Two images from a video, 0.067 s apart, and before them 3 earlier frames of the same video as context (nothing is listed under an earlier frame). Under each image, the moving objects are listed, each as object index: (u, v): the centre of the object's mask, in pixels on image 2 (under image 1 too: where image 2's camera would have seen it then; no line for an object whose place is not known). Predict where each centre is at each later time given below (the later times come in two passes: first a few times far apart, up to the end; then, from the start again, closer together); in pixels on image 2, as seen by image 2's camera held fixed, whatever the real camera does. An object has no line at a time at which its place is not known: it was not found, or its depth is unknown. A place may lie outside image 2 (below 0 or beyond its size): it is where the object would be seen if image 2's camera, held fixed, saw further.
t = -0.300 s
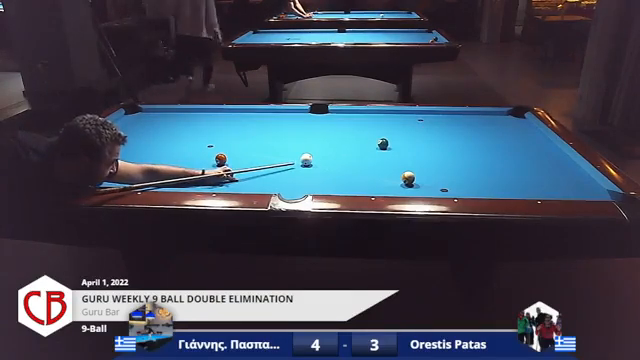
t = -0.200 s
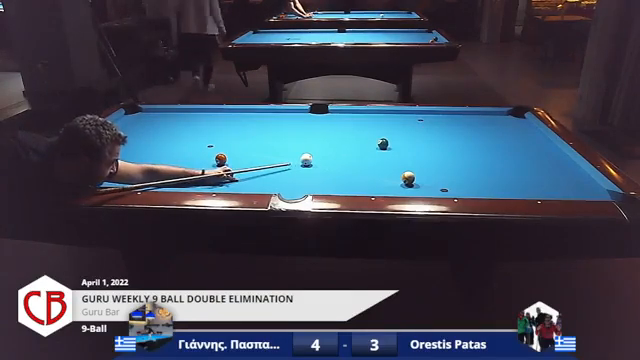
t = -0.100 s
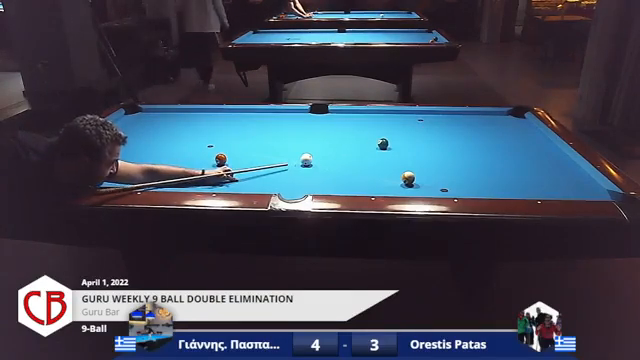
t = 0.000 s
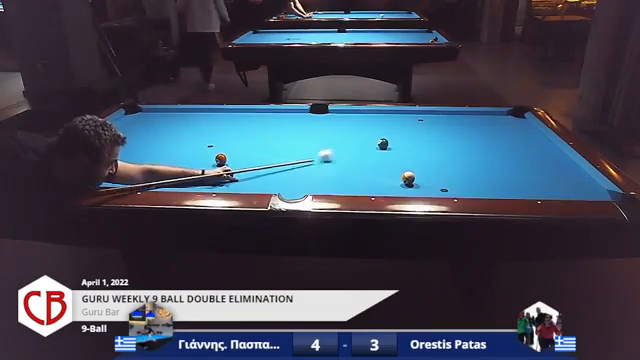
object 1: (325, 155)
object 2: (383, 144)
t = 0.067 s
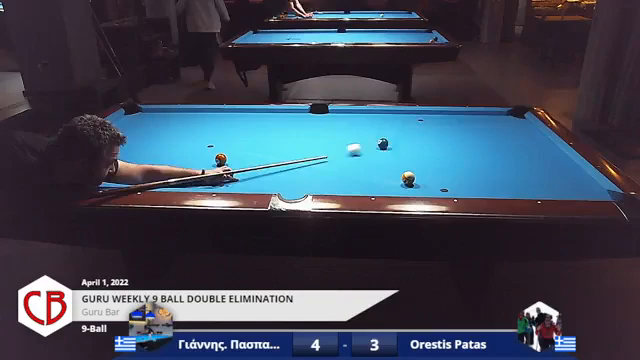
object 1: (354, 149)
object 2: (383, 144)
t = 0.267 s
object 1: (374, 145)
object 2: (428, 134)
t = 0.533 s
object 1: (374, 145)
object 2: (484, 122)
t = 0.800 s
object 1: (374, 145)
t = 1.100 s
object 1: (374, 145)
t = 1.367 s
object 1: (374, 145)
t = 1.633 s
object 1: (374, 145)
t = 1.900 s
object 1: (374, 145)
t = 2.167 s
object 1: (374, 145)
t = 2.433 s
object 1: (374, 145)
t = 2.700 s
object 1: (374, 145)
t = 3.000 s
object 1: (374, 145)
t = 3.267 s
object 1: (374, 145)
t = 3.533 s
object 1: (374, 145)
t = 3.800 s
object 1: (374, 145)
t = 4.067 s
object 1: (374, 145)
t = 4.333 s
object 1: (374, 145)
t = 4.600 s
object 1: (374, 145)
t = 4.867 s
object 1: (374, 145)
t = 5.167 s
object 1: (374, 145)
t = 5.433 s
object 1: (374, 145)
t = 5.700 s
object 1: (374, 145)
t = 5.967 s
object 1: (374, 145)
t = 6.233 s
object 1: (374, 145)
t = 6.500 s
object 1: (374, 145)
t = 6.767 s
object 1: (374, 145)
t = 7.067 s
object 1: (374, 145)
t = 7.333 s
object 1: (374, 145)
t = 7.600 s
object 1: (374, 145)
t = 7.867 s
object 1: (374, 145)
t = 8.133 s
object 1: (374, 145)
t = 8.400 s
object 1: (374, 145)
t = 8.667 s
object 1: (374, 145)
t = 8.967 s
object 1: (374, 145)
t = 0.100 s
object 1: (368, 147)
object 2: (383, 143)
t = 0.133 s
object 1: (374, 145)
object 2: (388, 142)
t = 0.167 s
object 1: (374, 145)
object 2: (398, 140)
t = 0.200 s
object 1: (374, 145)
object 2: (408, 138)
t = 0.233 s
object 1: (374, 145)
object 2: (418, 136)
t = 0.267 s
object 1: (374, 145)
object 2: (428, 134)
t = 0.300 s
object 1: (374, 145)
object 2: (436, 133)
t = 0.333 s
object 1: (374, 145)
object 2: (444, 131)
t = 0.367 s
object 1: (374, 145)
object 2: (451, 129)
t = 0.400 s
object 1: (374, 145)
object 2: (459, 128)
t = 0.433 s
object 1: (374, 145)
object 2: (465, 126)
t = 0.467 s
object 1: (374, 145)
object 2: (471, 125)
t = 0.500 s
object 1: (374, 145)
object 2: (478, 124)
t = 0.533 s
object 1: (374, 145)
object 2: (484, 122)
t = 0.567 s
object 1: (374, 145)
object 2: (491, 121)
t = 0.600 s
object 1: (374, 145)
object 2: (497, 120)
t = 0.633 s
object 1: (374, 145)
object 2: (504, 119)
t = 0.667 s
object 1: (374, 145)
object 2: (509, 117)
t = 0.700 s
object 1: (374, 145)
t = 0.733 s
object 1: (374, 145)
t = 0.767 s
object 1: (374, 145)
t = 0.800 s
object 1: (374, 145)
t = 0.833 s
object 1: (374, 145)
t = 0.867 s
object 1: (374, 145)
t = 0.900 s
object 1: (374, 145)
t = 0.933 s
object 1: (374, 145)
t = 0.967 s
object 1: (374, 145)
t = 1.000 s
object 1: (374, 145)
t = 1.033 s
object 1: (374, 145)
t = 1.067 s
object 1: (374, 145)
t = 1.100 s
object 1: (374, 145)
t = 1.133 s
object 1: (374, 145)
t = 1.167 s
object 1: (374, 145)
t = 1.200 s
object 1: (374, 145)
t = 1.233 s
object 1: (374, 145)
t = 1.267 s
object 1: (374, 145)
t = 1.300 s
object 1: (374, 145)
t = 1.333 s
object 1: (374, 145)
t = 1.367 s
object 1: (374, 145)
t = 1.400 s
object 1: (374, 145)
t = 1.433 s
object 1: (374, 145)
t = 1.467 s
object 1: (374, 145)
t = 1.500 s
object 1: (374, 145)
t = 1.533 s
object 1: (374, 145)
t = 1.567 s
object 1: (374, 145)
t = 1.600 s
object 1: (374, 145)
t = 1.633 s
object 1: (374, 145)
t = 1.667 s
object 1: (374, 145)
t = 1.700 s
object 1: (374, 145)
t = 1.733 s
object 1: (374, 145)
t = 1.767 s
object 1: (374, 145)
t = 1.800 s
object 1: (374, 145)
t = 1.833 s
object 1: (374, 145)
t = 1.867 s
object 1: (374, 145)
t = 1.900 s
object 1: (374, 145)
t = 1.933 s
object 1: (374, 145)
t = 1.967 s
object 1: (374, 145)
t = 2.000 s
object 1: (374, 145)
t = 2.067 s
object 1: (374, 145)
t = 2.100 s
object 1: (374, 145)
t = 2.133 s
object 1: (374, 145)
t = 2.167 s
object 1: (374, 145)
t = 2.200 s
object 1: (374, 145)
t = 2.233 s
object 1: (374, 145)
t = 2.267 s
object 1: (374, 145)
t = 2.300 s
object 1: (374, 145)
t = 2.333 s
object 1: (374, 145)
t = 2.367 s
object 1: (374, 145)
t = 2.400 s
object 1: (374, 145)
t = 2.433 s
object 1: (374, 145)
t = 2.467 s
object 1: (374, 145)
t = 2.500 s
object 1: (374, 145)
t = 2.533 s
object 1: (374, 145)
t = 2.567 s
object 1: (374, 145)
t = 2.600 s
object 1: (374, 145)
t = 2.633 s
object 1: (374, 145)
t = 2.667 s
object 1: (374, 145)
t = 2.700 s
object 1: (374, 145)
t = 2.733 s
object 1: (374, 145)
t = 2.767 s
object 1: (374, 145)
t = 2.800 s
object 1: (374, 145)
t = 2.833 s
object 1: (374, 145)
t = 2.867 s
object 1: (374, 145)
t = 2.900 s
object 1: (374, 145)
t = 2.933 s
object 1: (374, 145)
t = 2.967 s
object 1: (374, 145)
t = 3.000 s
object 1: (374, 145)
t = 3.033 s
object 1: (374, 145)
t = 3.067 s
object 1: (374, 145)
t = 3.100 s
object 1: (374, 145)
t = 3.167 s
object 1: (374, 145)
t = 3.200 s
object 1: (374, 145)
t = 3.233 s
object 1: (374, 145)
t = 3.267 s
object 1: (374, 145)
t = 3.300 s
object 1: (374, 145)
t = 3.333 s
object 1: (374, 145)
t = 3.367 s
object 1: (374, 145)
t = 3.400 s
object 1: (374, 145)
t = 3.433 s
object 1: (374, 145)
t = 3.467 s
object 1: (374, 145)
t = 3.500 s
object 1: (374, 145)
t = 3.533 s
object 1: (374, 145)
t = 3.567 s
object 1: (374, 145)
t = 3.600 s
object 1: (374, 145)
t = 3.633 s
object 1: (374, 145)
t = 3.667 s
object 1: (374, 145)
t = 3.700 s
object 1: (374, 145)
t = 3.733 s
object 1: (374, 145)
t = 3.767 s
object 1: (374, 145)
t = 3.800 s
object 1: (374, 145)
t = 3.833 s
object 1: (374, 145)
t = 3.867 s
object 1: (374, 145)
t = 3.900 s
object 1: (374, 145)
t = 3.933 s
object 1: (374, 145)
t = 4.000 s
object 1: (374, 145)
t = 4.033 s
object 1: (374, 145)
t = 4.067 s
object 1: (374, 145)
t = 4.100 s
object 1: (374, 145)
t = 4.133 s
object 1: (374, 145)
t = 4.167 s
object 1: (374, 145)
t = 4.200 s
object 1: (374, 145)
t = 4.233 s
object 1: (374, 145)
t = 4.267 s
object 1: (374, 145)
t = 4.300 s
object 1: (374, 145)
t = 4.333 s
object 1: (374, 145)
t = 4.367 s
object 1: (374, 145)
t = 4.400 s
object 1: (374, 145)
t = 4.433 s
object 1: (374, 145)
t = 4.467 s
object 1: (374, 145)
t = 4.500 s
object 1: (374, 145)
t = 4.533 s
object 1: (374, 145)
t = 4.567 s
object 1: (374, 145)
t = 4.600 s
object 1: (374, 145)
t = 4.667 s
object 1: (374, 145)
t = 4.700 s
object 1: (374, 145)
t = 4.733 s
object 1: (374, 145)
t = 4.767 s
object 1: (374, 145)
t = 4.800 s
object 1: (374, 145)
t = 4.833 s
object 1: (374, 145)
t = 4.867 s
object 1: (374, 145)
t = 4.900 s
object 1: (374, 145)
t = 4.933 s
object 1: (374, 145)
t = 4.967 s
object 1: (374, 145)
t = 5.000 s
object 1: (374, 145)
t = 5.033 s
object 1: (374, 145)
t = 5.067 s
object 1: (374, 145)
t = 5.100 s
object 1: (374, 145)
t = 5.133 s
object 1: (374, 145)
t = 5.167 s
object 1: (374, 145)
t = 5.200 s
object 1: (374, 145)
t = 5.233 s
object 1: (374, 145)
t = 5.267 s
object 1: (374, 145)
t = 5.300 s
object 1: (374, 145)
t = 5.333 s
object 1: (374, 145)
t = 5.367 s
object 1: (374, 145)
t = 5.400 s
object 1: (374, 145)
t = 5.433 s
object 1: (374, 145)
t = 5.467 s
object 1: (374, 145)
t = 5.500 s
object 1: (374, 145)
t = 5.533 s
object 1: (374, 145)
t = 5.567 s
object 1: (374, 145)
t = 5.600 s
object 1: (374, 145)
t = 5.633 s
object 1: (374, 145)
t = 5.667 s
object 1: (374, 145)
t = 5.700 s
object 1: (374, 145)
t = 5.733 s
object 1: (374, 145)
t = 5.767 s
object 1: (374, 145)
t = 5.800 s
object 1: (374, 145)
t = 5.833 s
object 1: (374, 145)
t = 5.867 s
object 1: (374, 145)
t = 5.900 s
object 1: (374, 145)
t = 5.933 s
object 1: (374, 145)
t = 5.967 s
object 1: (374, 145)
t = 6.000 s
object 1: (374, 145)
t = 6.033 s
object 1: (374, 145)
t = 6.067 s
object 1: (374, 145)
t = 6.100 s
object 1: (374, 145)
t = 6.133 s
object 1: (374, 145)
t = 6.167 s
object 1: (374, 145)
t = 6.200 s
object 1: (374, 145)
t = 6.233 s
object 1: (374, 145)
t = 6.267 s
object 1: (374, 145)
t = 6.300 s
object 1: (374, 145)
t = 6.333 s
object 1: (374, 145)
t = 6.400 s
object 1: (374, 145)
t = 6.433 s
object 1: (374, 145)
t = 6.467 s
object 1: (374, 145)
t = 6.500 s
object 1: (374, 145)
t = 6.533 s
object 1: (374, 145)
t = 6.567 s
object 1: (374, 145)
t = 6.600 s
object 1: (374, 145)
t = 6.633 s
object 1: (374, 145)
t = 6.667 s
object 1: (374, 145)
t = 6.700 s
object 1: (374, 145)
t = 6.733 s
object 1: (374, 145)
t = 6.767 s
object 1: (374, 145)
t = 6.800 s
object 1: (374, 145)
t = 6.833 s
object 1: (374, 145)
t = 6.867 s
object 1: (374, 145)
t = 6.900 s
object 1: (374, 145)
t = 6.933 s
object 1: (374, 145)
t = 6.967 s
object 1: (374, 145)
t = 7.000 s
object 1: (374, 145)
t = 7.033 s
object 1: (374, 145)
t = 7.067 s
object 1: (374, 145)
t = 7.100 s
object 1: (374, 145)
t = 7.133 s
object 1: (374, 145)
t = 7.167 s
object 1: (374, 145)
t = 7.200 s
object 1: (374, 145)
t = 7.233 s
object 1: (374, 145)
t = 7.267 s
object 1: (374, 145)
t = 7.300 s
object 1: (374, 145)
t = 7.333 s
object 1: (374, 145)
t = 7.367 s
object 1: (374, 145)
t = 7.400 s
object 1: (374, 145)
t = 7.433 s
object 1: (374, 145)
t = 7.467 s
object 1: (374, 145)
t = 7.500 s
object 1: (374, 145)
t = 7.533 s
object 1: (374, 145)
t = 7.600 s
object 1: (374, 145)
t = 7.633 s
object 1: (374, 145)
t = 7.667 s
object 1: (374, 145)
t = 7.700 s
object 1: (374, 145)
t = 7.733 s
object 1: (374, 145)
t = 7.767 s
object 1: (374, 145)
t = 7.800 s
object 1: (374, 145)
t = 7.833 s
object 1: (374, 145)
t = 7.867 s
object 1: (374, 145)
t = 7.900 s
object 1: (374, 145)
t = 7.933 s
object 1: (374, 145)
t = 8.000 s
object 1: (374, 145)
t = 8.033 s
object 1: (374, 145)
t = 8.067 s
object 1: (374, 145)
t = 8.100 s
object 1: (374, 145)
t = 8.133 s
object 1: (374, 145)
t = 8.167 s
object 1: (374, 145)
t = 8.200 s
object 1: (374, 145)
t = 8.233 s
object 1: (374, 145)
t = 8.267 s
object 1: (374, 145)
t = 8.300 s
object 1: (374, 145)
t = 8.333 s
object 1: (374, 145)
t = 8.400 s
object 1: (374, 145)
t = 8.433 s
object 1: (374, 145)
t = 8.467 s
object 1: (374, 145)
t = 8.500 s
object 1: (374, 145)
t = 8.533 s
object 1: (374, 145)
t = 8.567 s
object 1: (374, 145)
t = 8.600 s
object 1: (374, 145)
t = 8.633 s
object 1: (374, 145)
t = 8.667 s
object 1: (374, 145)
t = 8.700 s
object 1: (374, 145)
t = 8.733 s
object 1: (374, 145)
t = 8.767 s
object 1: (374, 145)
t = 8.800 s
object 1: (374, 145)
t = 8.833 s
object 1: (374, 145)
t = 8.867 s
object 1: (374, 145)
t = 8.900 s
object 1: (374, 145)
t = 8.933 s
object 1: (374, 145)
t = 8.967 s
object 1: (374, 145)
